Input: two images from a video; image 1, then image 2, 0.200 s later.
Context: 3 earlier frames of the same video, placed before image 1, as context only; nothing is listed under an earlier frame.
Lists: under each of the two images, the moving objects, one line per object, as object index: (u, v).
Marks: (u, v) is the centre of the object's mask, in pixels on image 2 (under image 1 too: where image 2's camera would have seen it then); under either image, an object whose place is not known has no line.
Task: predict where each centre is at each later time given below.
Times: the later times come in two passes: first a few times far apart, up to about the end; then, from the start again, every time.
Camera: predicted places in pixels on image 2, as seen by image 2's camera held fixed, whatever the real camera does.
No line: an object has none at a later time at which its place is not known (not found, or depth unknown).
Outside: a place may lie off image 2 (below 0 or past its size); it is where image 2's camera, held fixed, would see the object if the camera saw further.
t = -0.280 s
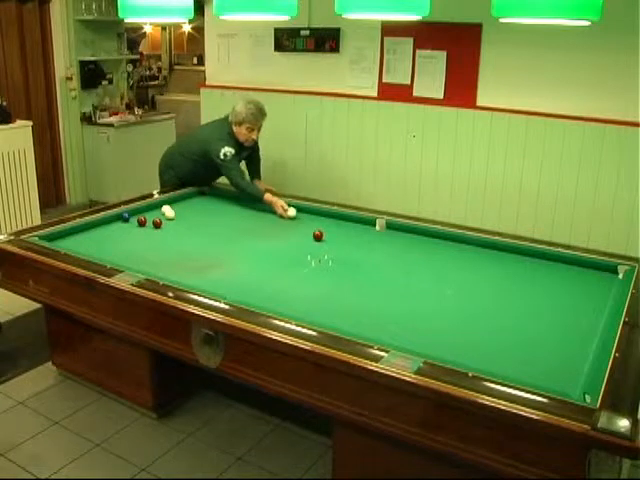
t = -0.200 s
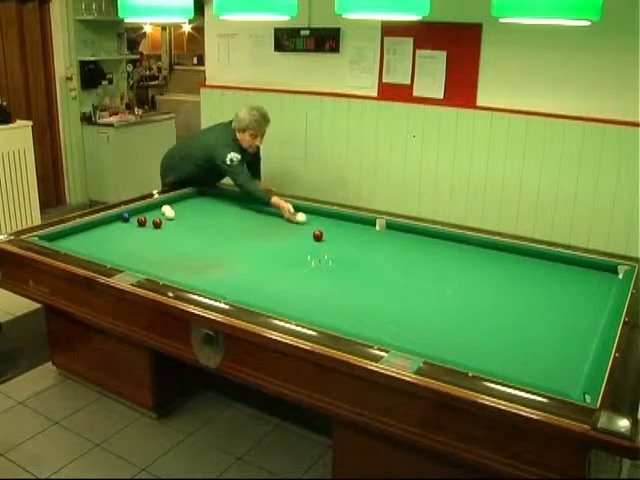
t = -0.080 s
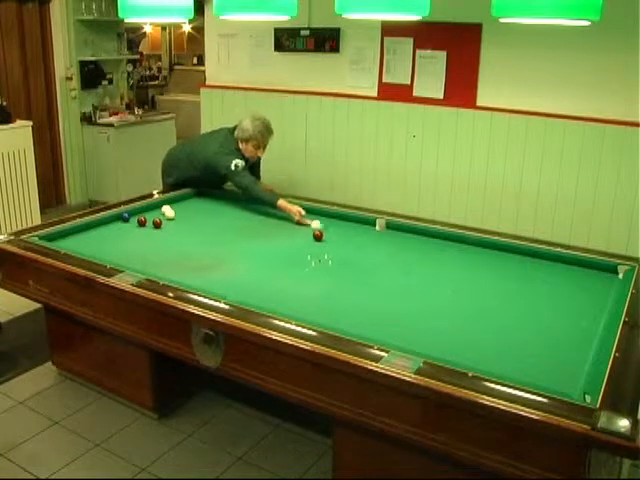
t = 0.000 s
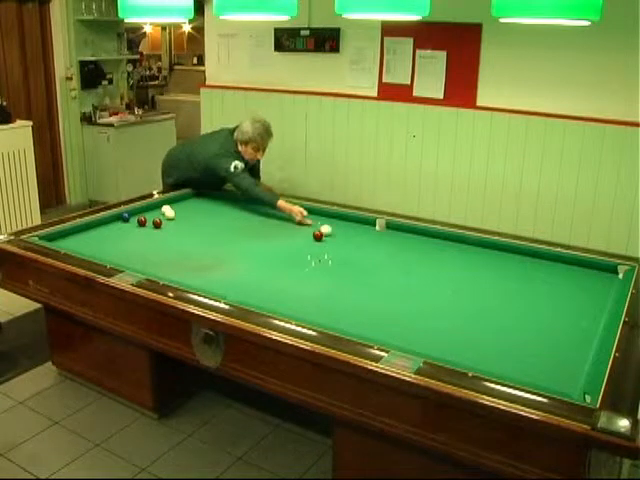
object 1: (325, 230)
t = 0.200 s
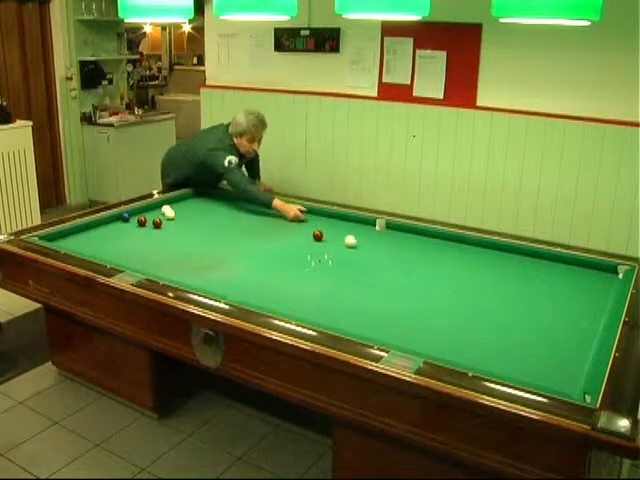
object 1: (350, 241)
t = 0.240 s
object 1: (355, 244)
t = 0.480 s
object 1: (388, 258)
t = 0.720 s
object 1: (424, 275)
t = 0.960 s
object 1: (466, 295)
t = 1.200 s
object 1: (512, 316)
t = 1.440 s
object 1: (566, 341)
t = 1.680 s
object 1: (560, 350)
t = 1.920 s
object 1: (519, 348)
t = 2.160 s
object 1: (476, 346)
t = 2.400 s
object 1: (435, 344)
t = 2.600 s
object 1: (402, 340)
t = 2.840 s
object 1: (366, 332)
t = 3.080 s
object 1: (346, 324)
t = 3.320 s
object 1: (327, 315)
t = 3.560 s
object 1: (309, 308)
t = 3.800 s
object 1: (294, 300)
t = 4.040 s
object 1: (279, 292)
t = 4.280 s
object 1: (266, 285)
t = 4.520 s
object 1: (254, 278)
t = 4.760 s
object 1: (243, 272)
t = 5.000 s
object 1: (233, 267)
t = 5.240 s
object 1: (223, 262)
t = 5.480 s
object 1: (214, 256)
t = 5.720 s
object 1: (208, 253)
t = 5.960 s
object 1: (200, 248)
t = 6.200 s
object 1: (192, 244)
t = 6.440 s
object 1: (186, 240)
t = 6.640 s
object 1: (180, 237)
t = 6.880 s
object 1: (175, 234)
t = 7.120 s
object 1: (170, 231)
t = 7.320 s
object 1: (166, 229)
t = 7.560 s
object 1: (161, 227)
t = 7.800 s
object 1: (159, 225)
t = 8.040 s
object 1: (158, 225)
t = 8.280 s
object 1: (156, 224)
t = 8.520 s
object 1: (155, 224)
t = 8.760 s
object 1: (154, 224)
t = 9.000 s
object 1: (154, 224)
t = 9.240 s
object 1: (154, 224)
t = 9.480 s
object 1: (154, 224)
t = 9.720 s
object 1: (154, 224)
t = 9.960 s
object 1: (155, 224)
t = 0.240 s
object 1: (355, 244)
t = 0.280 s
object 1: (360, 246)
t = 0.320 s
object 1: (366, 248)
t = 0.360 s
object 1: (371, 251)
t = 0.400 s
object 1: (376, 253)
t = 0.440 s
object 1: (382, 256)
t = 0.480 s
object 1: (388, 258)
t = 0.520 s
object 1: (394, 262)
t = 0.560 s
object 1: (399, 264)
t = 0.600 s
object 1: (405, 267)
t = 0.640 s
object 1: (412, 270)
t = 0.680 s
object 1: (418, 272)
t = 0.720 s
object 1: (424, 275)
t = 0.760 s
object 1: (431, 279)
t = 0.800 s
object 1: (438, 282)
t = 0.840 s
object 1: (445, 285)
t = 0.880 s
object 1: (452, 288)
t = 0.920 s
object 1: (459, 291)
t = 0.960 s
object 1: (466, 295)
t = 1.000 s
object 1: (473, 298)
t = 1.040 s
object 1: (481, 302)
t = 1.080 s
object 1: (489, 305)
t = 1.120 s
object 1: (496, 309)
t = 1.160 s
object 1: (504, 312)
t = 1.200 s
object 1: (512, 316)
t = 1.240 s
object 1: (520, 320)
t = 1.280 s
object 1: (529, 324)
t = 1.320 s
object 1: (538, 328)
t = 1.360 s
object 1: (547, 333)
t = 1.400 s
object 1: (557, 337)
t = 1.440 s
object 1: (566, 341)
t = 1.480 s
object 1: (575, 346)
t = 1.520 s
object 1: (585, 350)
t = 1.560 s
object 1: (584, 351)
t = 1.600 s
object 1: (576, 351)
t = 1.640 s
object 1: (568, 350)
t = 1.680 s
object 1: (560, 350)
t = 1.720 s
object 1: (554, 349)
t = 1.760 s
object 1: (546, 349)
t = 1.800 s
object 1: (539, 349)
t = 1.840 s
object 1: (532, 348)
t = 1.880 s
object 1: (525, 348)
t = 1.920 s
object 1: (519, 348)
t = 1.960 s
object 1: (511, 348)
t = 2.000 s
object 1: (504, 348)
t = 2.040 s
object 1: (497, 347)
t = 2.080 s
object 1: (490, 347)
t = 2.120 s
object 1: (483, 347)
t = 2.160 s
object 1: (476, 346)
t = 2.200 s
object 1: (469, 346)
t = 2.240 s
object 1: (462, 346)
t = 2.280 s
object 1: (456, 345)
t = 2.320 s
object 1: (449, 345)
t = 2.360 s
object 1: (442, 345)
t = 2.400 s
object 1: (435, 344)
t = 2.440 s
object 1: (428, 343)
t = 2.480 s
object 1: (423, 342)
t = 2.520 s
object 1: (416, 341)
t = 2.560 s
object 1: (409, 340)
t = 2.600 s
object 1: (402, 340)
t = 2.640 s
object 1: (395, 339)
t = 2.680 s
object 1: (389, 338)
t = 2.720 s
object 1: (382, 337)
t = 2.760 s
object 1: (375, 335)
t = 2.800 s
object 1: (370, 334)
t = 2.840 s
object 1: (366, 332)
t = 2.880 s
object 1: (363, 331)
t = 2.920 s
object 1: (359, 330)
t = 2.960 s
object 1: (356, 328)
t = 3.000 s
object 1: (352, 327)
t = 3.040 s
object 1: (349, 325)
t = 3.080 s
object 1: (346, 324)
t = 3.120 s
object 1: (343, 322)
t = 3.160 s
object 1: (340, 321)
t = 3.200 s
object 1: (336, 320)
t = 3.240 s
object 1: (334, 318)
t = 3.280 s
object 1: (330, 316)
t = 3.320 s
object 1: (327, 315)
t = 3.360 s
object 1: (325, 314)
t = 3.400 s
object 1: (321, 312)
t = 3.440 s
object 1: (318, 311)
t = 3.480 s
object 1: (316, 310)
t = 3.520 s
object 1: (312, 309)
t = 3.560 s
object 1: (309, 308)
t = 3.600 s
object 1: (307, 306)
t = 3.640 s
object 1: (304, 305)
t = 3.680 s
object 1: (302, 304)
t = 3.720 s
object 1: (299, 302)
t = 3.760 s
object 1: (296, 301)
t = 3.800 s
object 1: (294, 300)
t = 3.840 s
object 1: (291, 299)
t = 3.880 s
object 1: (289, 297)
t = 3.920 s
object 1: (286, 296)
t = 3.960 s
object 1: (284, 295)
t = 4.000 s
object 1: (282, 294)
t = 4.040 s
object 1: (279, 292)
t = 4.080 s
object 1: (277, 291)
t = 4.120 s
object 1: (275, 290)
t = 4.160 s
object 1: (273, 288)
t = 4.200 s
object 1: (270, 287)
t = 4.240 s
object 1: (268, 286)
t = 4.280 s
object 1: (266, 285)
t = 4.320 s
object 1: (264, 284)
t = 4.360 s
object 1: (262, 283)
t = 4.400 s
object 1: (261, 281)
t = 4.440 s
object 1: (258, 281)
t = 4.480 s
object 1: (256, 279)
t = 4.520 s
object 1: (254, 278)
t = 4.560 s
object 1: (253, 277)
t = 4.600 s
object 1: (251, 276)
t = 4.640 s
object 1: (249, 275)
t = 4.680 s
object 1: (247, 274)
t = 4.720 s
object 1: (245, 273)
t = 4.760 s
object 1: (243, 272)
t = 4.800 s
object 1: (242, 271)
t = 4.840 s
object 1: (240, 270)
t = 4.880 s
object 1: (238, 269)
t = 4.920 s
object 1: (236, 268)
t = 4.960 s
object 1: (235, 267)
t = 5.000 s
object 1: (233, 267)
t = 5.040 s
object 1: (231, 266)
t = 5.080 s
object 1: (230, 265)
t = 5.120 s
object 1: (228, 264)
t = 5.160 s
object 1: (227, 263)
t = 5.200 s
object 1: (225, 263)
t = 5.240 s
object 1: (223, 262)
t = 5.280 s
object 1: (222, 261)
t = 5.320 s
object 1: (220, 260)
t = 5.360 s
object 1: (218, 259)
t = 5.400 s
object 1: (217, 258)
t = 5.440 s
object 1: (217, 258)
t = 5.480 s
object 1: (214, 256)
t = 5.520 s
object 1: (213, 256)
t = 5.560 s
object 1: (212, 255)
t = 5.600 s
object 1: (211, 254)
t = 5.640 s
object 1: (210, 254)
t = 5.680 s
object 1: (208, 253)
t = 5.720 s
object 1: (208, 253)
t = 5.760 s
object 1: (205, 251)
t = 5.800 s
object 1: (204, 251)
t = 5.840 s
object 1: (204, 250)
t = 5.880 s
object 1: (202, 249)
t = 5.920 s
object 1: (200, 248)
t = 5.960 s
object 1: (200, 248)
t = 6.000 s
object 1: (198, 247)
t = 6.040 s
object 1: (197, 247)
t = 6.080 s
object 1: (197, 246)
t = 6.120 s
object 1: (194, 245)
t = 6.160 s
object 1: (193, 245)
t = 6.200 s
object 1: (192, 244)
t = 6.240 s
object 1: (191, 243)
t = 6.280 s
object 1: (191, 243)
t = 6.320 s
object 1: (189, 242)
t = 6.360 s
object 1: (188, 242)
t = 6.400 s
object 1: (188, 241)
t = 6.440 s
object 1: (186, 240)
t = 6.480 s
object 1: (184, 239)
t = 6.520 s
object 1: (183, 239)
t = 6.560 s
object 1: (182, 238)
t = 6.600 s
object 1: (181, 238)
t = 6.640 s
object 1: (180, 237)
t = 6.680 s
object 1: (180, 237)
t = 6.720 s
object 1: (178, 236)
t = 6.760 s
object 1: (178, 235)
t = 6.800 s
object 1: (177, 235)
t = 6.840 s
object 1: (176, 234)
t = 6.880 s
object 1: (175, 234)
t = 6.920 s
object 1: (174, 233)
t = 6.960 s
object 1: (173, 233)
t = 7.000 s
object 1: (173, 233)
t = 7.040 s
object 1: (171, 232)
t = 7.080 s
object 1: (171, 232)
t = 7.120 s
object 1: (170, 231)
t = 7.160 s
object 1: (170, 231)
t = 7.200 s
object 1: (168, 230)
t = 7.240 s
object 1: (167, 230)
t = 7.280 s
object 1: (166, 229)
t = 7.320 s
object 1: (166, 229)
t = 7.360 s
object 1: (165, 229)
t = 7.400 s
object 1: (165, 228)
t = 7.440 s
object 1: (163, 227)
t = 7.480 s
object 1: (163, 227)
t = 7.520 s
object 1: (162, 227)
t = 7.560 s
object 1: (161, 227)
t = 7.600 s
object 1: (160, 226)
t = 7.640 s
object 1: (160, 226)
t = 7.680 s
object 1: (159, 226)
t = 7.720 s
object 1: (159, 226)
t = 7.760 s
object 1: (159, 225)
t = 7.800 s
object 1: (159, 225)
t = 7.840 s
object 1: (158, 225)
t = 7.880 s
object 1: (158, 225)
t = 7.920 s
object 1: (158, 225)
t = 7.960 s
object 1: (158, 225)
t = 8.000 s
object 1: (158, 225)
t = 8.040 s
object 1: (158, 225)
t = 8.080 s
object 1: (157, 225)
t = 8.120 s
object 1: (157, 225)
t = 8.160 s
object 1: (157, 225)
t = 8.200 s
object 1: (157, 225)
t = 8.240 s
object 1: (157, 225)
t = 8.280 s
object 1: (156, 224)
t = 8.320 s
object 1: (156, 224)
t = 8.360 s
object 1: (156, 224)
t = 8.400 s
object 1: (155, 224)
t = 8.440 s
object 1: (155, 224)
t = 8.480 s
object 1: (155, 224)
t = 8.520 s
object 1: (155, 224)
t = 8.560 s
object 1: (155, 224)
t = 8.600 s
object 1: (155, 224)
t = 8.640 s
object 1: (155, 224)
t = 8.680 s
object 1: (155, 224)
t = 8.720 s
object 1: (155, 224)
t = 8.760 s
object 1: (154, 224)
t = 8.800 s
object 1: (154, 224)
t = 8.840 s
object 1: (154, 224)
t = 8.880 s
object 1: (154, 224)
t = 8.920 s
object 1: (154, 224)
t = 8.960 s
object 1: (154, 224)
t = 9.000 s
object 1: (154, 224)
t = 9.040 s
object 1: (154, 224)
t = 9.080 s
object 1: (154, 224)
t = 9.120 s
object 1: (154, 224)
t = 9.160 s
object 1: (154, 224)
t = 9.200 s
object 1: (154, 224)
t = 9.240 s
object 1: (154, 224)
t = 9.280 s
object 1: (154, 224)
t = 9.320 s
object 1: (154, 224)
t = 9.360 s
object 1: (154, 224)
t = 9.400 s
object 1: (154, 224)
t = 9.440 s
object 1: (154, 224)
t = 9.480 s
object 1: (154, 224)
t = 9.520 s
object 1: (154, 224)
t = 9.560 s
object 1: (154, 224)
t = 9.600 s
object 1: (154, 224)
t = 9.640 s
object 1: (154, 224)
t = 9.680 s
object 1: (154, 224)
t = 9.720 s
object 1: (154, 224)
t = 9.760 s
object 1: (155, 224)
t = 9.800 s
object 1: (154, 224)
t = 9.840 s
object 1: (155, 224)
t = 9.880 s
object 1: (155, 224)
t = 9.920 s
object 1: (154, 224)
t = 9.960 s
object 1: (155, 224)
